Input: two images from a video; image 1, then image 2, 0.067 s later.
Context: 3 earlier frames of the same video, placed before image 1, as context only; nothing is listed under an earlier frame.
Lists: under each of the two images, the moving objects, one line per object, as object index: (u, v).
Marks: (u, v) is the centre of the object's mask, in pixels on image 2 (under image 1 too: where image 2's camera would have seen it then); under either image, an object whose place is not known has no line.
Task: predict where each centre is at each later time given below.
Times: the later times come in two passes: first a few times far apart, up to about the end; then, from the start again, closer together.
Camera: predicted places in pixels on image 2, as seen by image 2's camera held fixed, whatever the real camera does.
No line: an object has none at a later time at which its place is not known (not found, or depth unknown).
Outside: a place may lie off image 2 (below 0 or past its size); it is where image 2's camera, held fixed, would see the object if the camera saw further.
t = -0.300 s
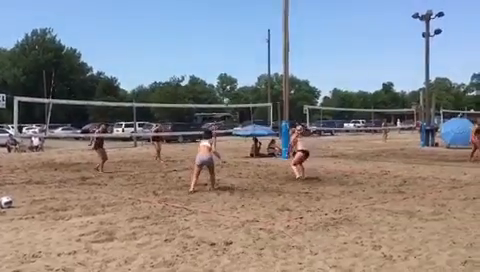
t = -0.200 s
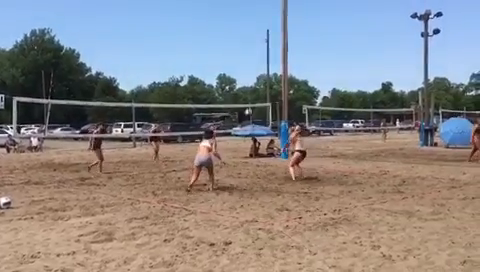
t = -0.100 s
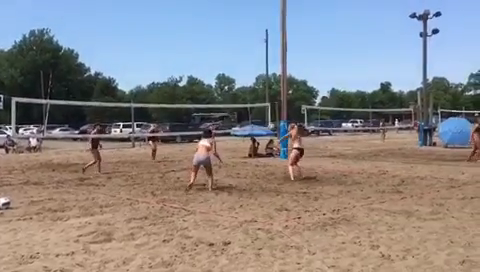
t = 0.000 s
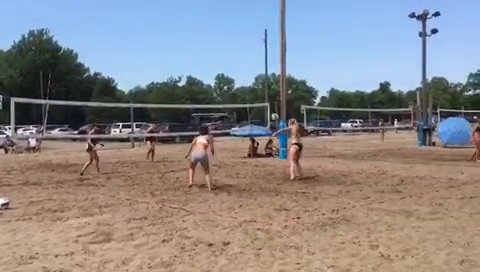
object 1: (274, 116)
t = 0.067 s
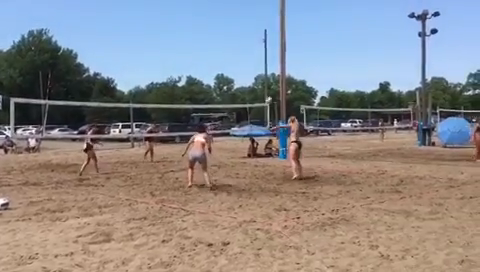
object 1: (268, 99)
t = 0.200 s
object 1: (260, 74)
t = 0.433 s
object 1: (243, 40)
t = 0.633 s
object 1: (229, 27)
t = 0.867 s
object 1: (216, 29)
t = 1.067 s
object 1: (204, 46)
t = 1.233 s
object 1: (195, 70)
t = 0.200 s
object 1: (260, 74)
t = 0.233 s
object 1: (256, 67)
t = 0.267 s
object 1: (254, 62)
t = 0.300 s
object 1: (252, 57)
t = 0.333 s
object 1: (250, 52)
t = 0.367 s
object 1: (247, 48)
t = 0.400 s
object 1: (245, 44)
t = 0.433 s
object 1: (243, 40)
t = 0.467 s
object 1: (240, 37)
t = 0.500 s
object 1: (238, 34)
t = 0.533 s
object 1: (236, 32)
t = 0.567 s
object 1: (234, 30)
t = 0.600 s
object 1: (231, 28)
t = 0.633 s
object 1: (229, 27)
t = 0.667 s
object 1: (228, 26)
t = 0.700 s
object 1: (226, 26)
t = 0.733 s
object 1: (224, 26)
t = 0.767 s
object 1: (221, 26)
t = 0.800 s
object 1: (219, 27)
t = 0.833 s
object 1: (217, 28)
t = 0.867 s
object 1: (216, 29)
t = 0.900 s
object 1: (213, 31)
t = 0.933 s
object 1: (212, 34)
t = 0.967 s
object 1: (210, 36)
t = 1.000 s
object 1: (208, 39)
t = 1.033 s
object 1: (206, 42)
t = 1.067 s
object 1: (204, 46)
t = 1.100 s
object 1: (202, 50)
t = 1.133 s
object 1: (200, 55)
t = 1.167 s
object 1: (198, 59)
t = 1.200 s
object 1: (196, 64)
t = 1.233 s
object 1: (195, 70)
